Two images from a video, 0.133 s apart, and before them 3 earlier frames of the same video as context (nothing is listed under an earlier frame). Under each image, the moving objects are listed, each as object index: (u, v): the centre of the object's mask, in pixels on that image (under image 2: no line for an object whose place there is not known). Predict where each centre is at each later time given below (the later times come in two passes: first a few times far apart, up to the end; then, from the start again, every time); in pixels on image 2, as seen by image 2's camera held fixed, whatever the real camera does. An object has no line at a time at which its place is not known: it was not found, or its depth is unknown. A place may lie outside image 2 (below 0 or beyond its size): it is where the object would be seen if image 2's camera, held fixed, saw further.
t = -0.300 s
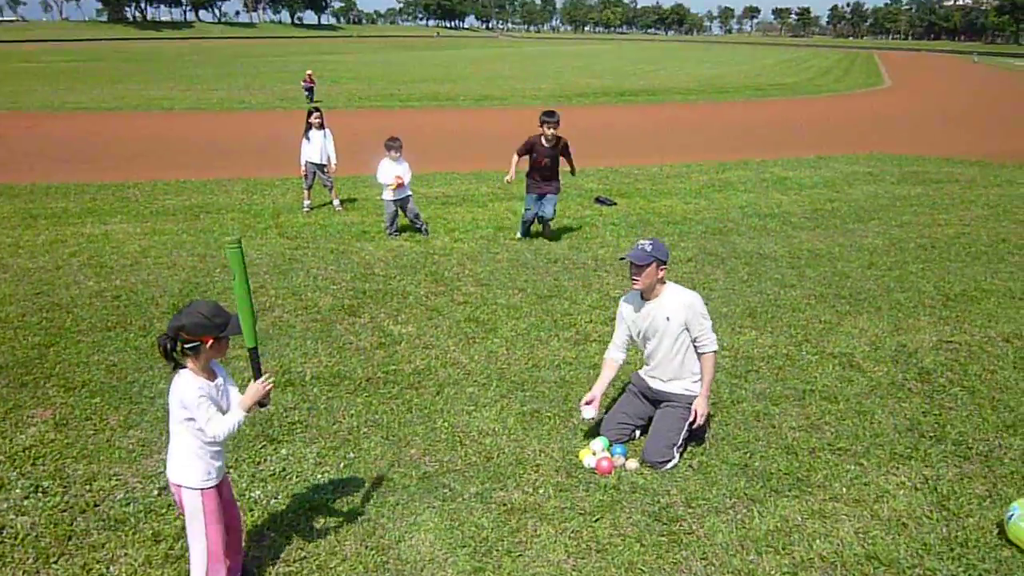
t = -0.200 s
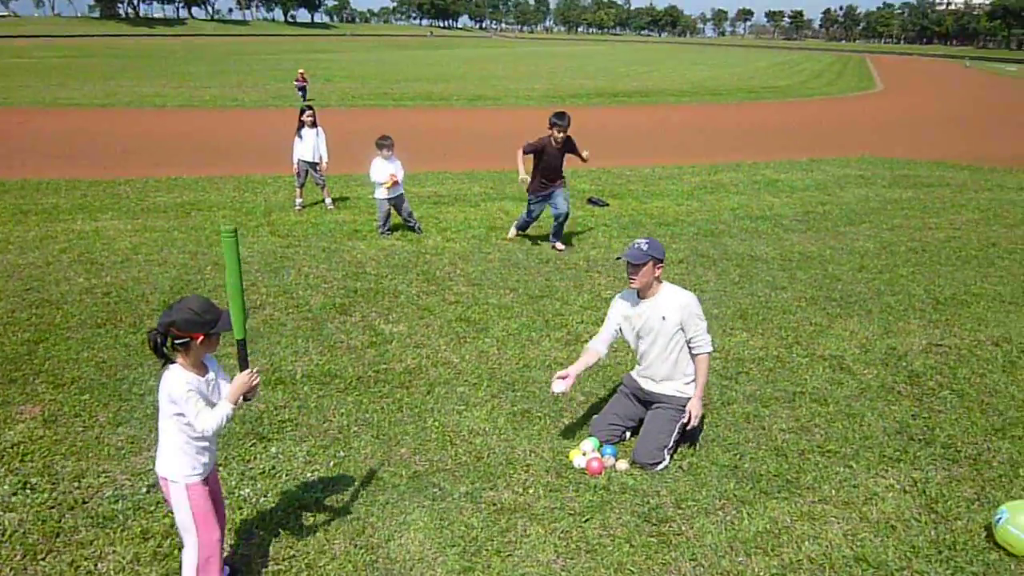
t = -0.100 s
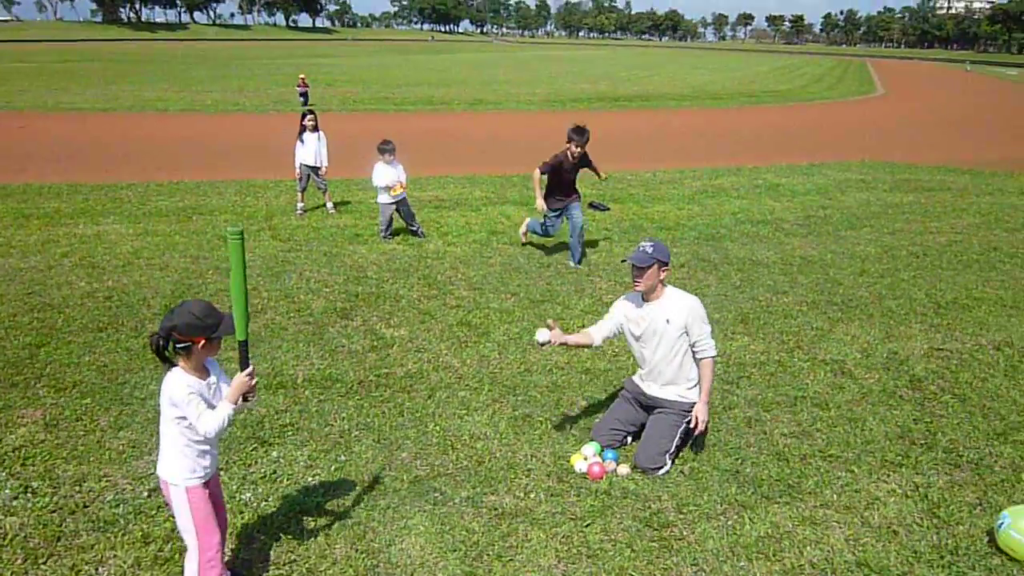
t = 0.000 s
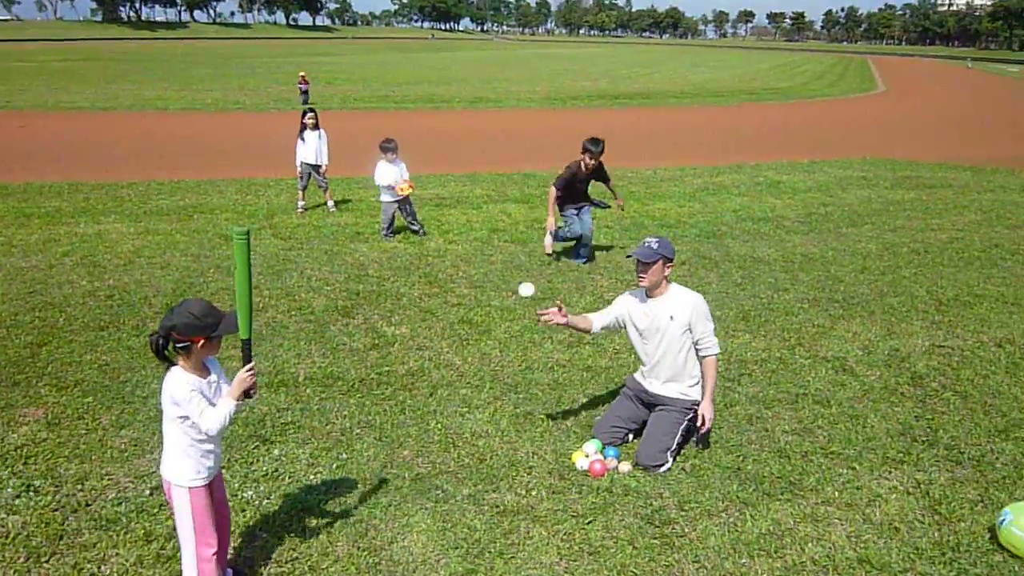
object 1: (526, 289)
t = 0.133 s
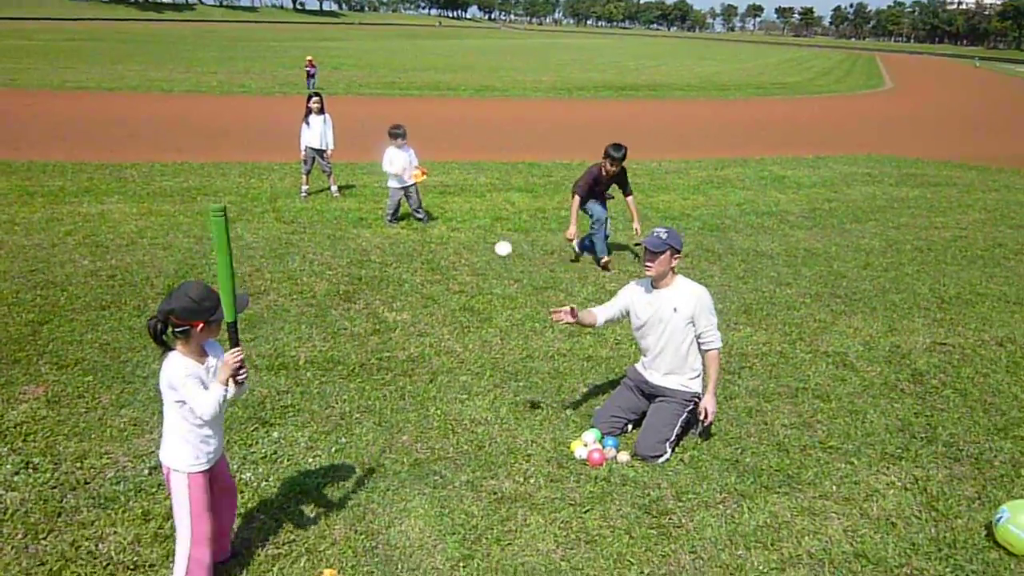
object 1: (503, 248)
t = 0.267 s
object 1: (473, 258)
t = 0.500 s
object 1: (416, 373)
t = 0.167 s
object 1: (496, 247)
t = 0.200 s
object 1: (489, 248)
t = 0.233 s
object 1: (481, 252)
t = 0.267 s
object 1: (473, 258)
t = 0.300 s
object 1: (465, 266)
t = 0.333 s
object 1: (458, 278)
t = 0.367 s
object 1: (450, 292)
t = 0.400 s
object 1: (442, 308)
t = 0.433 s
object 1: (433, 327)
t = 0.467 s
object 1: (425, 349)
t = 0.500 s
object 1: (416, 373)
